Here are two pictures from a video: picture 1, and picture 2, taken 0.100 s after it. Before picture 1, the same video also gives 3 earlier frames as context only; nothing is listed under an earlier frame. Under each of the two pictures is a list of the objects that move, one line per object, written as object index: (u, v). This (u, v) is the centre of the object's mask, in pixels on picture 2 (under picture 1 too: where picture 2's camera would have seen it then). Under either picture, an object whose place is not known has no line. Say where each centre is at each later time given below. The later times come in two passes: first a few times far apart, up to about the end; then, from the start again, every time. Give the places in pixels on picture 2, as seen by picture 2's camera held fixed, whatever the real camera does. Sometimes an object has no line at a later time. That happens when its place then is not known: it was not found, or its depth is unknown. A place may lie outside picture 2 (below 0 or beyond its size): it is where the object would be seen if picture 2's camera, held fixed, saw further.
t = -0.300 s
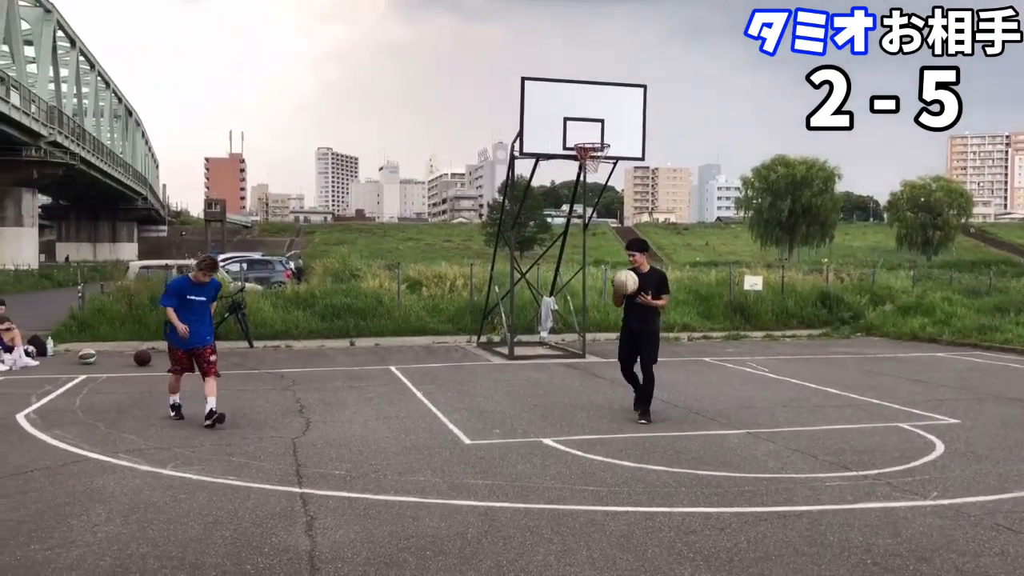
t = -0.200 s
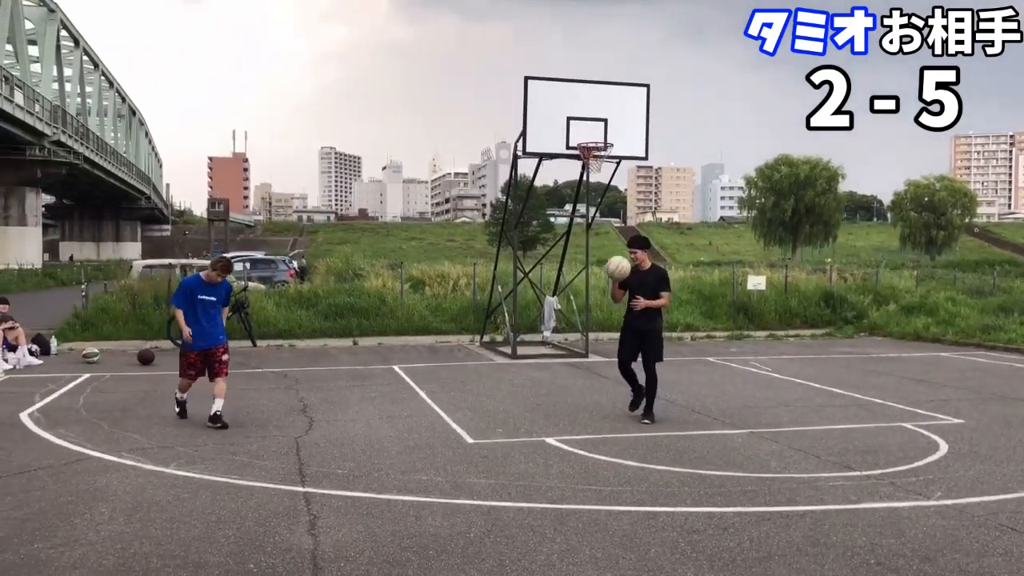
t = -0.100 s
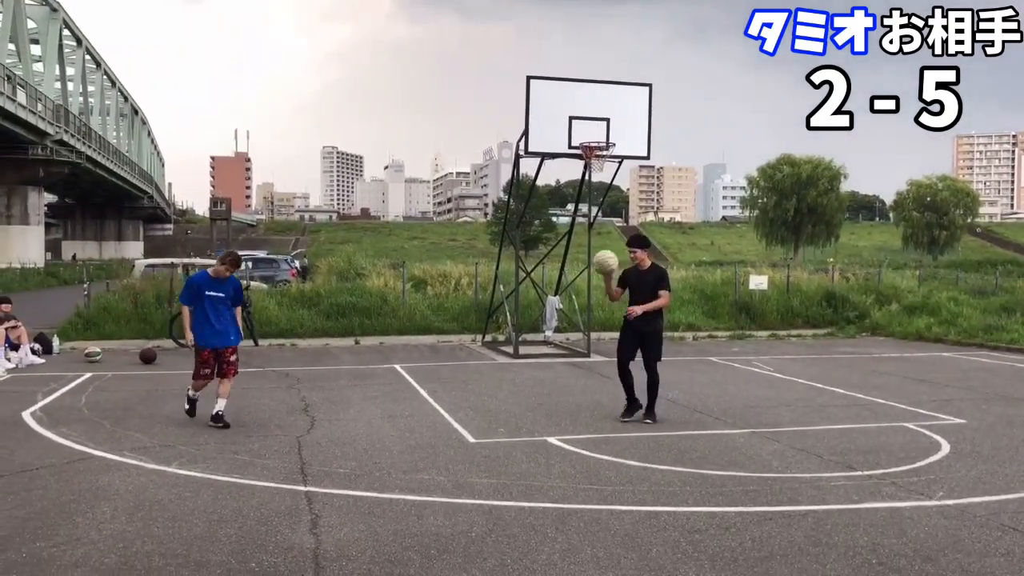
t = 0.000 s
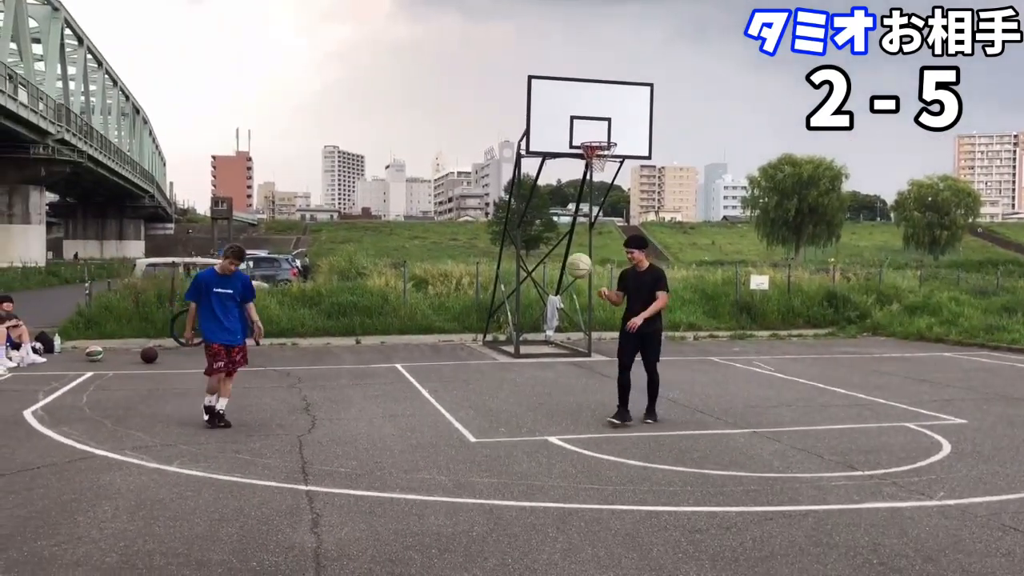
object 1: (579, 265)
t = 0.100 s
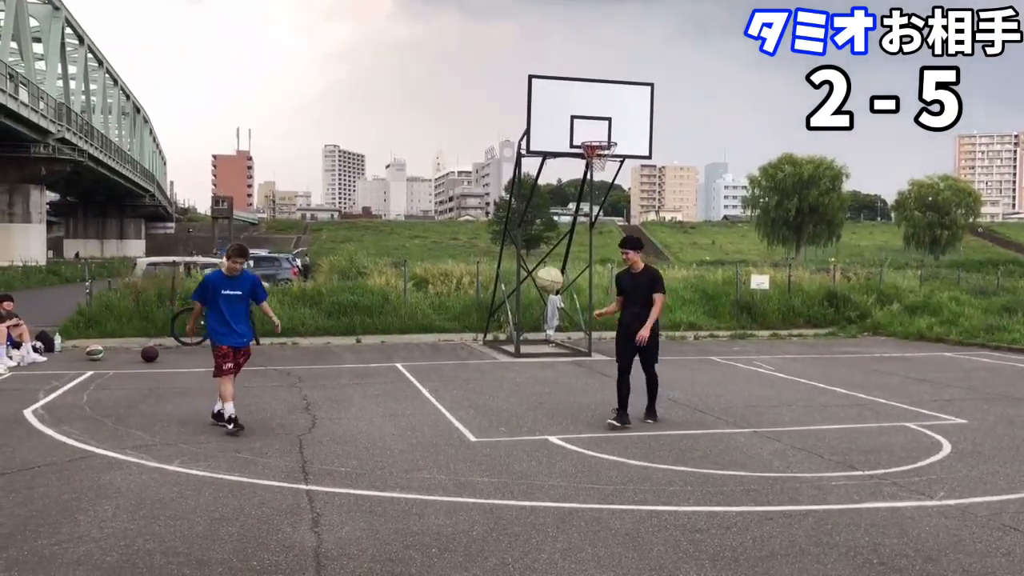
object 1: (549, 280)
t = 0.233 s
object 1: (507, 315)
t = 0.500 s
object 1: (417, 429)
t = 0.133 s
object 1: (538, 286)
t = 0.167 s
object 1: (529, 294)
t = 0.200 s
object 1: (518, 304)
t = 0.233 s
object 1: (507, 315)
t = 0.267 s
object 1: (495, 328)
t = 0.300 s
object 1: (485, 343)
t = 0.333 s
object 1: (472, 359)
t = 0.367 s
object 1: (460, 376)
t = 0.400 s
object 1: (448, 395)
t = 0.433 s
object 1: (436, 416)
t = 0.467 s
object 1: (423, 439)
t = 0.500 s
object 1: (417, 429)
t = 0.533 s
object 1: (411, 414)
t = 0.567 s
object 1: (405, 401)
